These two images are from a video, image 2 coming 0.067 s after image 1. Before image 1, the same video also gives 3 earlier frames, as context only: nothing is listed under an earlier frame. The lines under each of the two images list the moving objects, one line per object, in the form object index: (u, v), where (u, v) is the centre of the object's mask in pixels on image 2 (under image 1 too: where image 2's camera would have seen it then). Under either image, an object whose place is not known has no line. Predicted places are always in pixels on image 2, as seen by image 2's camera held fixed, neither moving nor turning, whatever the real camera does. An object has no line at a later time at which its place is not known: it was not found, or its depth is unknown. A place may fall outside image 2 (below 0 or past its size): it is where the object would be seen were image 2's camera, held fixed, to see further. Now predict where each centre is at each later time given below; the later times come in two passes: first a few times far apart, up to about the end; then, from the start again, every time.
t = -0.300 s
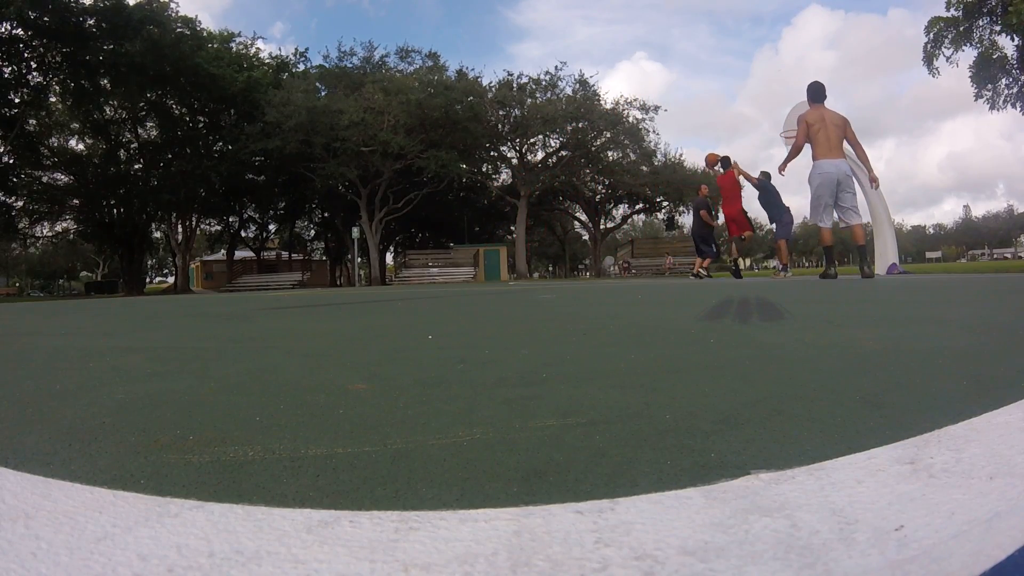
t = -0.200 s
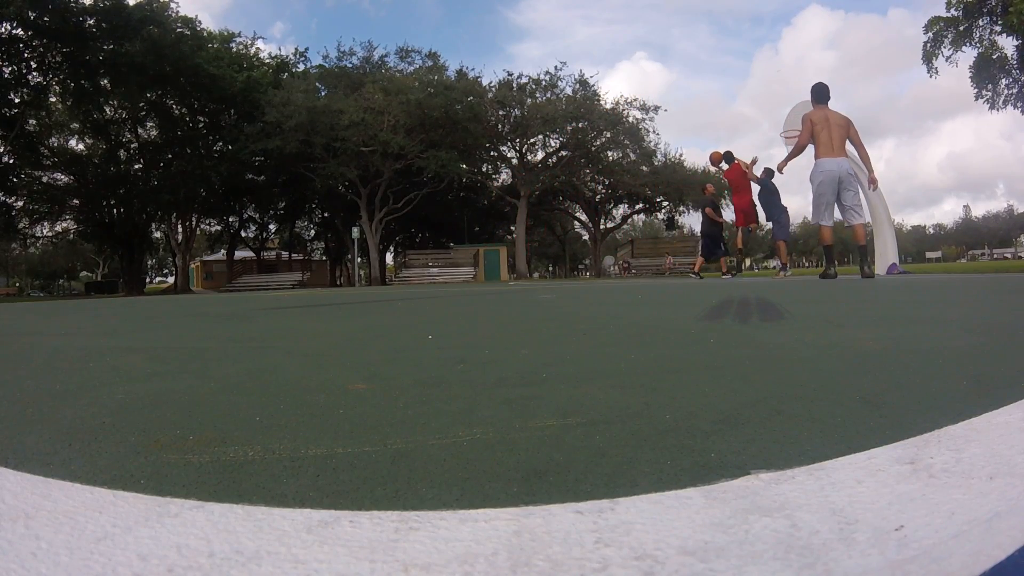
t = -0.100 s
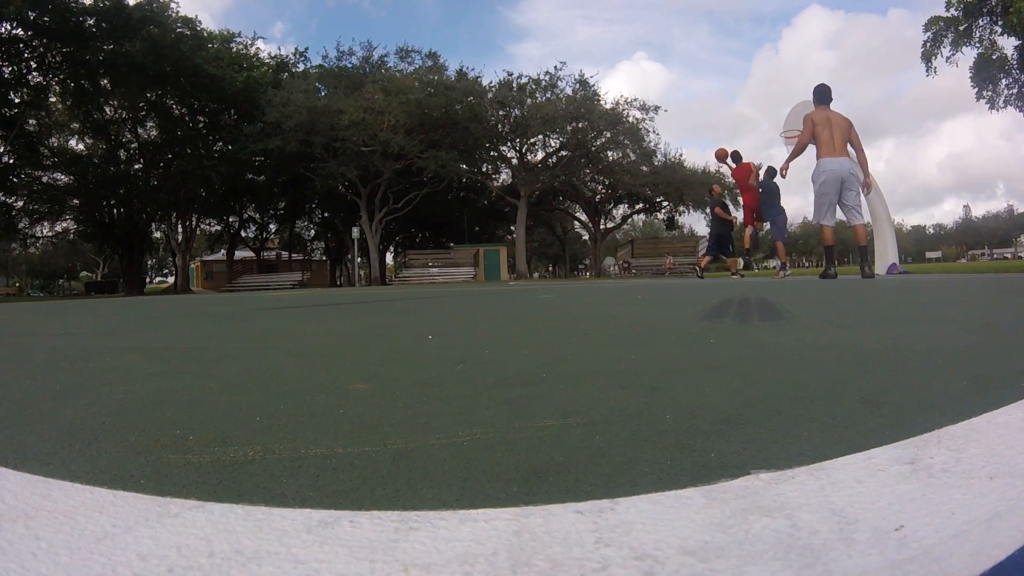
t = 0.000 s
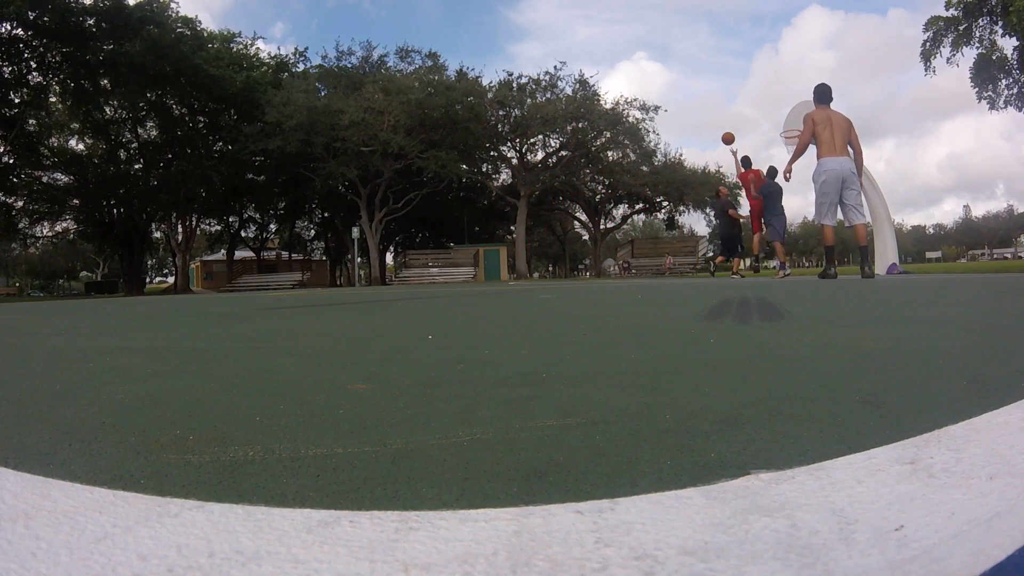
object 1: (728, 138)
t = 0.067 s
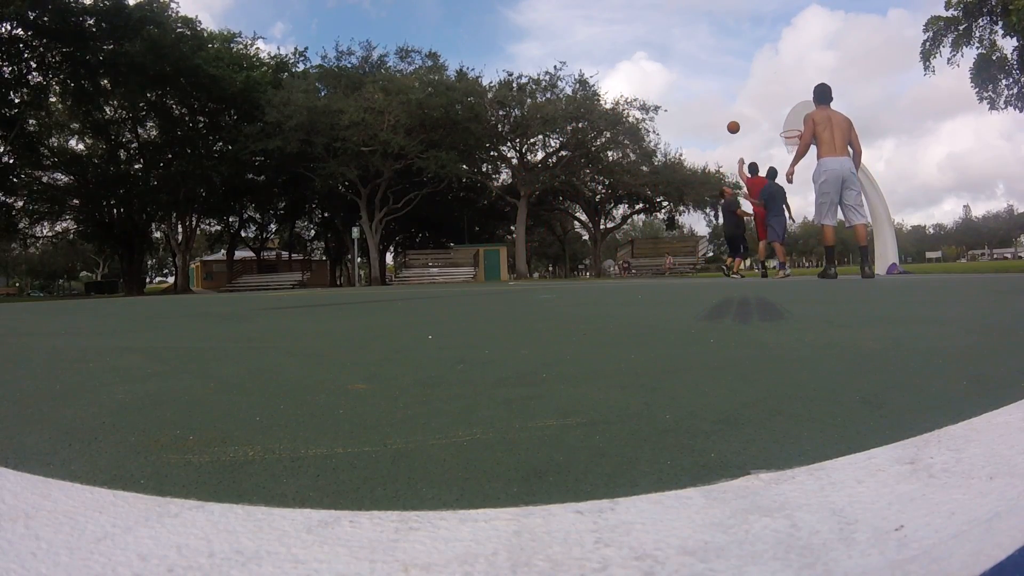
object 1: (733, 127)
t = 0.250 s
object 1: (748, 110)
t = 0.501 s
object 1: (767, 115)
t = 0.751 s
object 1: (765, 127)
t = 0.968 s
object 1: (737, 137)
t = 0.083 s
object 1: (734, 125)
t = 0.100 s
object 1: (736, 123)
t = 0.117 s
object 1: (737, 121)
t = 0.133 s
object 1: (738, 119)
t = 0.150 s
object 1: (740, 117)
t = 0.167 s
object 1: (741, 116)
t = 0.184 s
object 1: (742, 114)
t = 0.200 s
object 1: (744, 113)
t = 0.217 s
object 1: (745, 112)
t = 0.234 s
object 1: (746, 111)
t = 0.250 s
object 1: (748, 110)
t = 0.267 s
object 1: (749, 110)
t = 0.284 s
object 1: (750, 109)
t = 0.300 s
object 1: (752, 109)
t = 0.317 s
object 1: (753, 109)
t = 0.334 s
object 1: (754, 109)
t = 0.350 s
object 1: (755, 109)
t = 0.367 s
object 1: (757, 109)
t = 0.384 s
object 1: (758, 109)
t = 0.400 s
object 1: (759, 110)
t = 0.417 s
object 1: (761, 110)
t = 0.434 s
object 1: (762, 111)
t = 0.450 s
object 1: (763, 112)
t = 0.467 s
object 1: (765, 112)
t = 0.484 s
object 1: (766, 114)
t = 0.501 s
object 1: (767, 115)
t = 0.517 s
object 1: (769, 116)
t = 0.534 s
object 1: (770, 117)
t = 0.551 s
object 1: (771, 119)
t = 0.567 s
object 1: (773, 120)
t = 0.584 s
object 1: (774, 122)
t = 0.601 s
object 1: (776, 124)
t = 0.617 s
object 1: (777, 126)
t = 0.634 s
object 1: (778, 128)
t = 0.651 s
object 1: (778, 129)
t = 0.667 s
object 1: (776, 128)
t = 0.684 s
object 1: (774, 128)
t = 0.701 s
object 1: (771, 127)
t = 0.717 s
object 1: (769, 127)
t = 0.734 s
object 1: (767, 127)
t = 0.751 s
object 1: (765, 127)
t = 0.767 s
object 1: (762, 127)
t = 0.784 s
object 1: (760, 127)
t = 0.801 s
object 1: (758, 127)
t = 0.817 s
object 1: (756, 127)
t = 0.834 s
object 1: (754, 128)
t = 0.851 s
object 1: (752, 129)
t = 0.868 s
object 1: (750, 129)
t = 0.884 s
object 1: (747, 130)
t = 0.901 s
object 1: (745, 131)
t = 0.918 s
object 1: (743, 133)
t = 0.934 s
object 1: (741, 134)
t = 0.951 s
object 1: (739, 135)
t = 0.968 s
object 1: (737, 137)
